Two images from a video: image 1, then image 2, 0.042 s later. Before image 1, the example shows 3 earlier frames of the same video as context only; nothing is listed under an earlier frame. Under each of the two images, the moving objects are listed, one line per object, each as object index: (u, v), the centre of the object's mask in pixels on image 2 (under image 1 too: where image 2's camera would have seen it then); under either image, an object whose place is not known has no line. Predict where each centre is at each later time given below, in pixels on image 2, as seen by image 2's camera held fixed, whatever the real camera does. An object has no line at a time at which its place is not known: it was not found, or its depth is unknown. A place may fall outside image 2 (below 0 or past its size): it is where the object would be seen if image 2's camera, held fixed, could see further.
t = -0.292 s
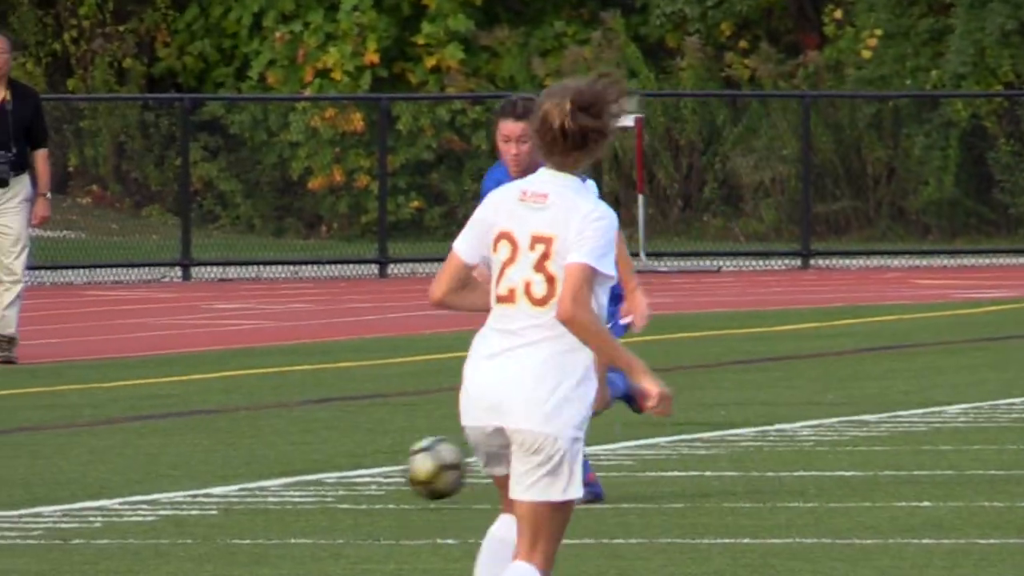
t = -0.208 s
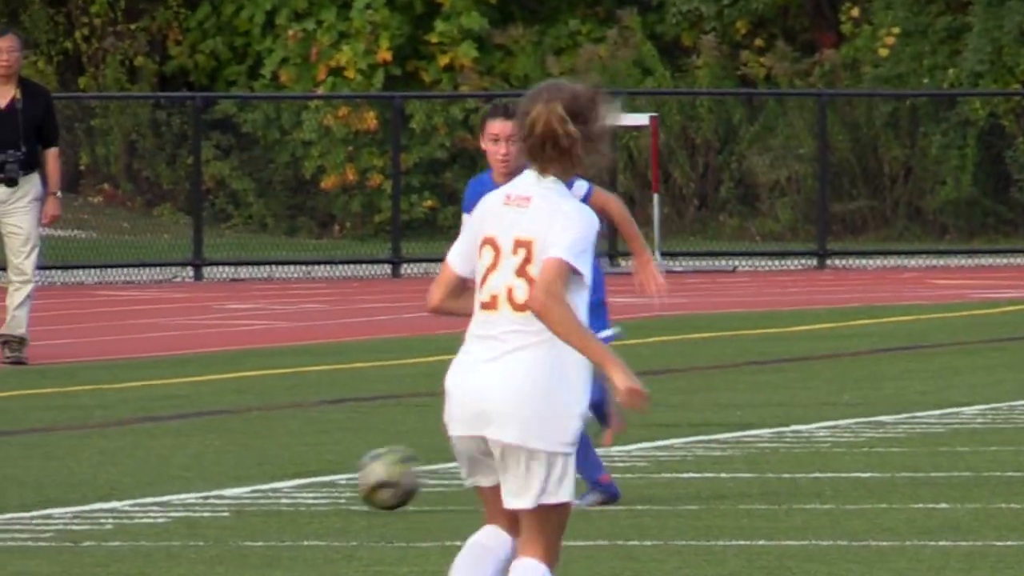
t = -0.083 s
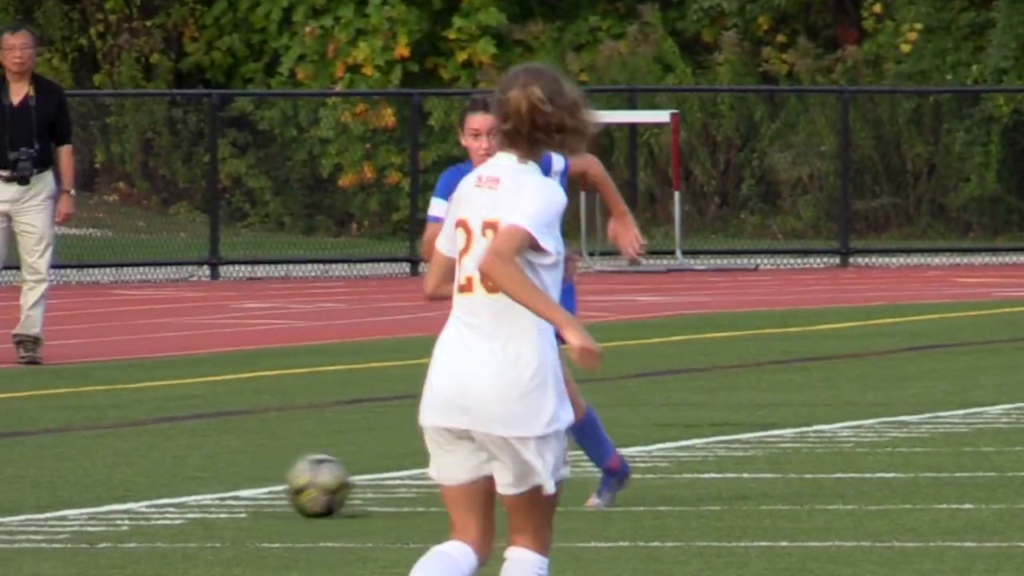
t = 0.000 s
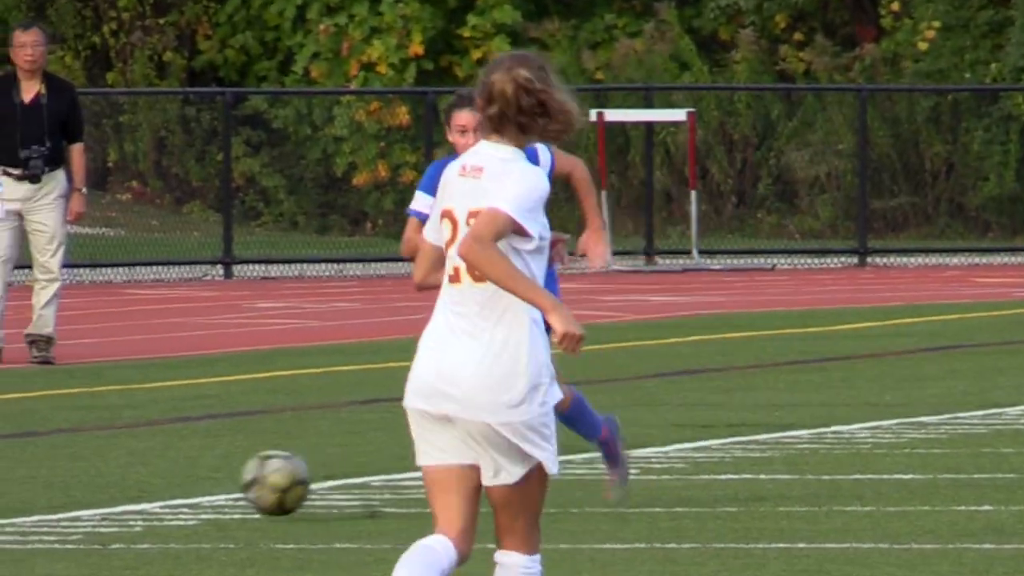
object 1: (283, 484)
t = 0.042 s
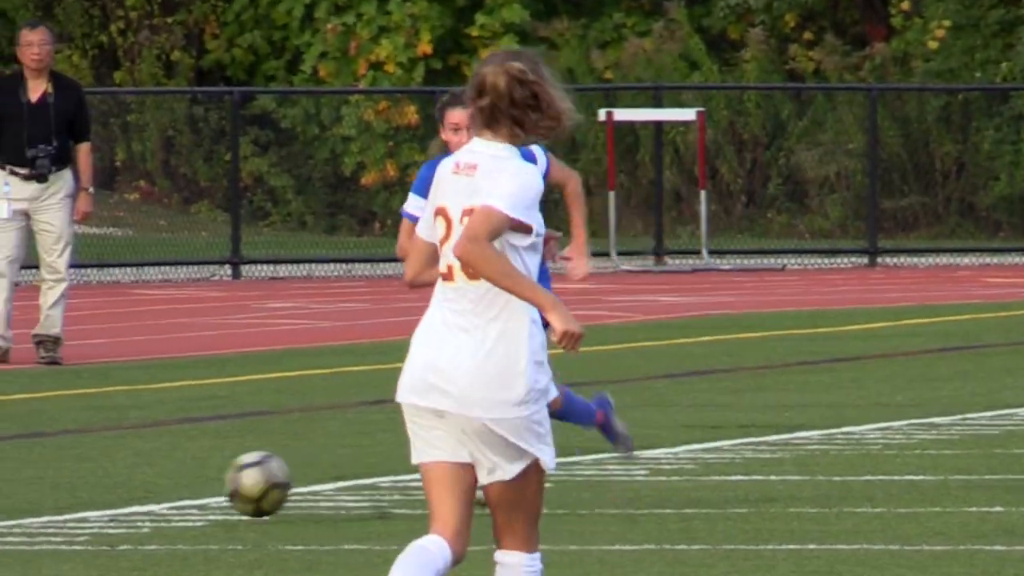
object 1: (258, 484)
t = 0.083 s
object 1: (233, 483)
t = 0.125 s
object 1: (207, 485)
